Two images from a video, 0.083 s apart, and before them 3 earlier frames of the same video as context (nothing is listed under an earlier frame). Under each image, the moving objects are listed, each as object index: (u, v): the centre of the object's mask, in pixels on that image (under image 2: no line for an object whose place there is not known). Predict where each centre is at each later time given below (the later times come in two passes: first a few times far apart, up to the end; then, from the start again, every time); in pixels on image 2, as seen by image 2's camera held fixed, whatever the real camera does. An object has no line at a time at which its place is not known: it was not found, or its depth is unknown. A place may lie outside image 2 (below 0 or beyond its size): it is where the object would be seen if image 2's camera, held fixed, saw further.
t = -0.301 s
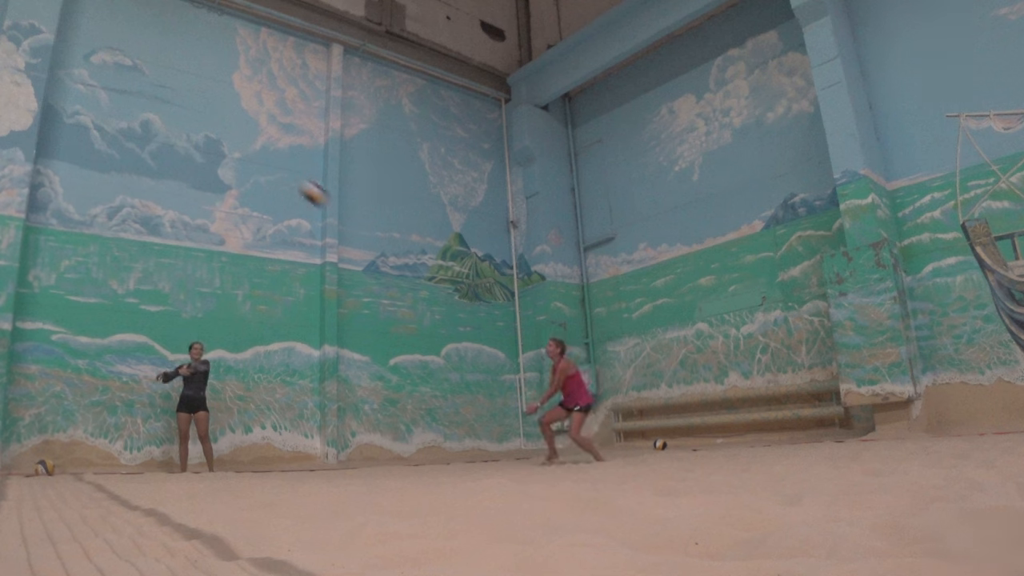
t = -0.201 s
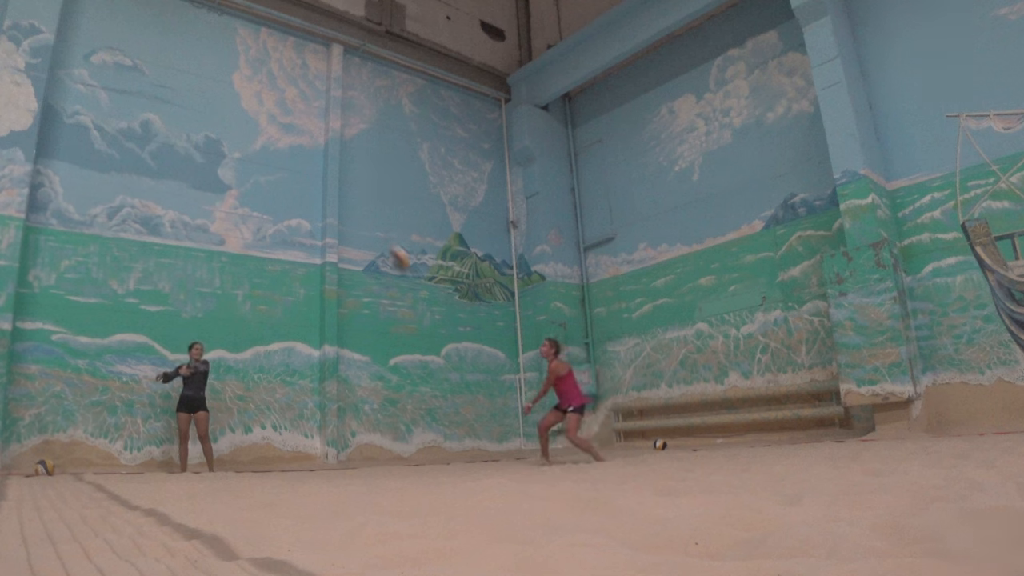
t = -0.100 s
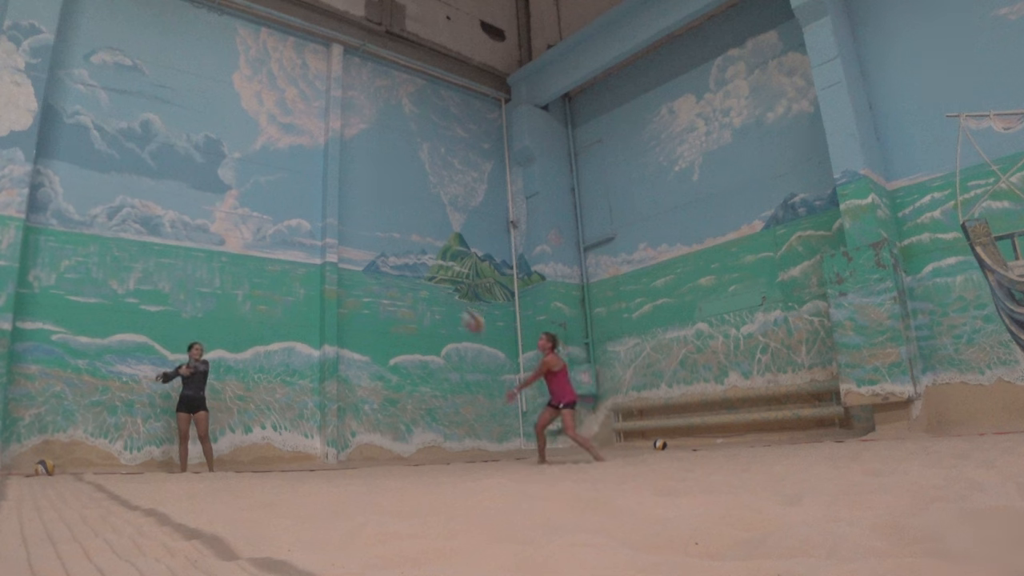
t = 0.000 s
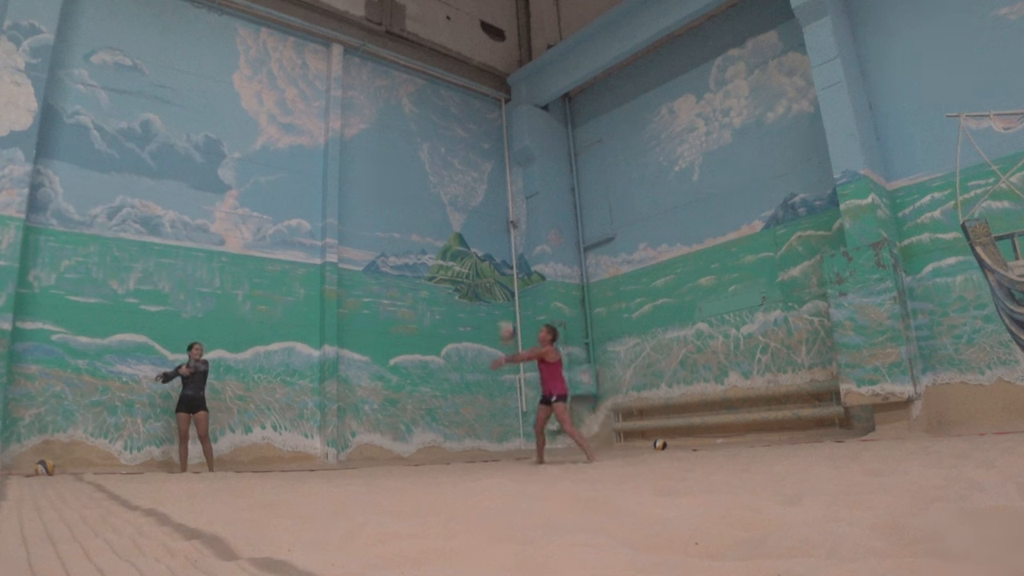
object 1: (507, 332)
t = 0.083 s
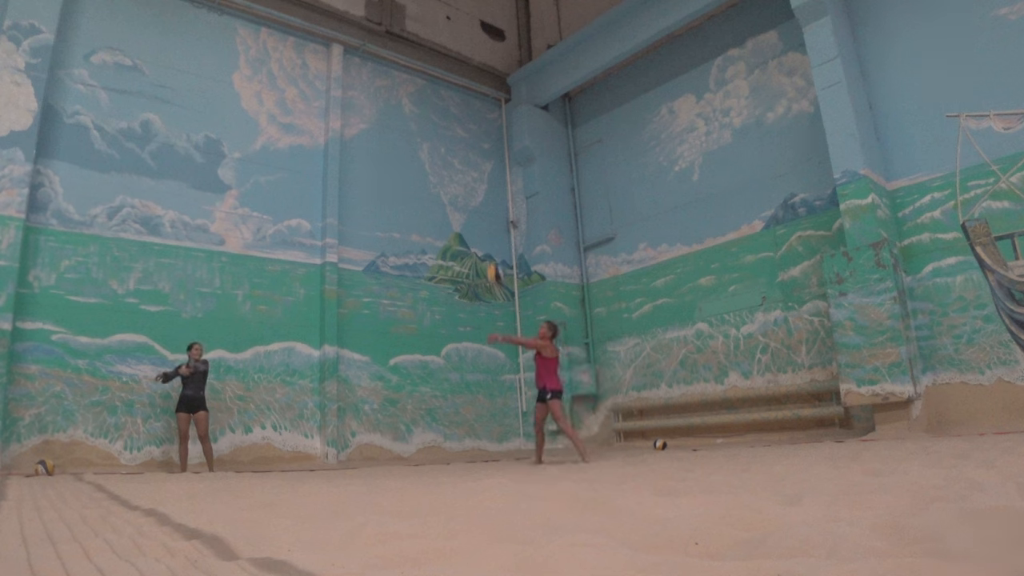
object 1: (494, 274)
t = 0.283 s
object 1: (464, 158)
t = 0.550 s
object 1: (431, 58)
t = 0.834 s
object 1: (396, 9)
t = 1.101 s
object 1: (358, 15)
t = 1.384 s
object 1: (304, 103)
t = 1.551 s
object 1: (263, 212)
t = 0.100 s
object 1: (491, 263)
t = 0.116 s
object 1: (489, 254)
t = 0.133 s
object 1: (487, 242)
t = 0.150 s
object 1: (484, 232)
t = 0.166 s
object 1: (482, 221)
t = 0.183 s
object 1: (478, 212)
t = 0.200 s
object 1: (477, 202)
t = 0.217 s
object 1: (474, 193)
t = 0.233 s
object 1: (473, 184)
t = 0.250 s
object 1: (470, 177)
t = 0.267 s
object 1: (469, 168)
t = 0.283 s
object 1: (464, 158)
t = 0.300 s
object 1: (463, 152)
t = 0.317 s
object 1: (461, 142)
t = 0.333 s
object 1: (458, 134)
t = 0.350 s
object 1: (457, 128)
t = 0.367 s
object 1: (455, 121)
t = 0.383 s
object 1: (452, 114)
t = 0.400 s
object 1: (450, 107)
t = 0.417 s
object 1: (448, 101)
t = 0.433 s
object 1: (446, 95)
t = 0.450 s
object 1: (444, 89)
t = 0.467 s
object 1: (442, 84)
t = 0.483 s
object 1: (439, 79)
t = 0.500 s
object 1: (436, 72)
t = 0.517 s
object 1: (435, 67)
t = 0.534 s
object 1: (433, 64)
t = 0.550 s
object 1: (431, 58)
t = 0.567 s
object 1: (429, 53)
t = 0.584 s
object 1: (426, 50)
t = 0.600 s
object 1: (424, 46)
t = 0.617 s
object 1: (422, 41)
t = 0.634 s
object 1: (420, 38)
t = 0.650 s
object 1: (418, 34)
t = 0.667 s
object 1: (416, 29)
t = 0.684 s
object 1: (414, 25)
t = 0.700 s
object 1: (412, 23)
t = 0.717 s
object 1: (410, 20)
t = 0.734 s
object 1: (408, 18)
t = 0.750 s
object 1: (407, 17)
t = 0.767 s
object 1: (405, 15)
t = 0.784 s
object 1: (402, 13)
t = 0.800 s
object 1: (399, 11)
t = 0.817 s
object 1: (397, 9)
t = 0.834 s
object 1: (396, 9)
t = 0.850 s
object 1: (394, 9)
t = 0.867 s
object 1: (393, 9)
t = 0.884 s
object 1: (389, 8)
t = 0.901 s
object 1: (386, 7)
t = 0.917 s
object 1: (384, 7)
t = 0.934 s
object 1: (381, 7)
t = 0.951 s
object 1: (379, 7)
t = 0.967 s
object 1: (376, 7)
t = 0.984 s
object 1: (375, 8)
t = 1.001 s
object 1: (372, 8)
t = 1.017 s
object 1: (371, 8)
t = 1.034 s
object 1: (369, 9)
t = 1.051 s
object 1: (367, 9)
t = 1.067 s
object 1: (364, 10)
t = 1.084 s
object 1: (360, 13)
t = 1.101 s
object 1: (358, 15)
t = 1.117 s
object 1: (355, 18)
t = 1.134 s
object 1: (352, 21)
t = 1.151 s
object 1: (350, 24)
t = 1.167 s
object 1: (347, 28)
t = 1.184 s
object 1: (342, 30)
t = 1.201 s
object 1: (340, 34)
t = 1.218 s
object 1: (337, 38)
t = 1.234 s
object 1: (335, 42)
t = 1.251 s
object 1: (332, 50)
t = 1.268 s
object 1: (330, 55)
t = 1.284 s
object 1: (325, 62)
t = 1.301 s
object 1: (322, 68)
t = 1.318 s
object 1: (319, 74)
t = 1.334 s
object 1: (316, 81)
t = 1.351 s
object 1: (312, 87)
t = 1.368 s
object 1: (308, 95)
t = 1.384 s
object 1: (304, 103)
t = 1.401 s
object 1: (301, 112)
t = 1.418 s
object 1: (297, 120)
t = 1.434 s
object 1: (294, 130)
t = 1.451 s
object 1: (290, 139)
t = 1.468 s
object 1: (286, 151)
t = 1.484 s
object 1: (281, 161)
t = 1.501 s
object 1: (276, 175)
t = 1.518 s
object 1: (272, 186)
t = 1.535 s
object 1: (268, 198)
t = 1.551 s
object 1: (263, 212)
